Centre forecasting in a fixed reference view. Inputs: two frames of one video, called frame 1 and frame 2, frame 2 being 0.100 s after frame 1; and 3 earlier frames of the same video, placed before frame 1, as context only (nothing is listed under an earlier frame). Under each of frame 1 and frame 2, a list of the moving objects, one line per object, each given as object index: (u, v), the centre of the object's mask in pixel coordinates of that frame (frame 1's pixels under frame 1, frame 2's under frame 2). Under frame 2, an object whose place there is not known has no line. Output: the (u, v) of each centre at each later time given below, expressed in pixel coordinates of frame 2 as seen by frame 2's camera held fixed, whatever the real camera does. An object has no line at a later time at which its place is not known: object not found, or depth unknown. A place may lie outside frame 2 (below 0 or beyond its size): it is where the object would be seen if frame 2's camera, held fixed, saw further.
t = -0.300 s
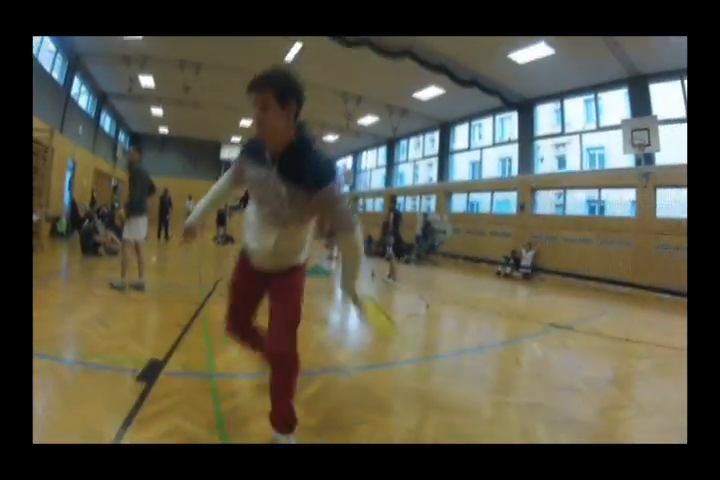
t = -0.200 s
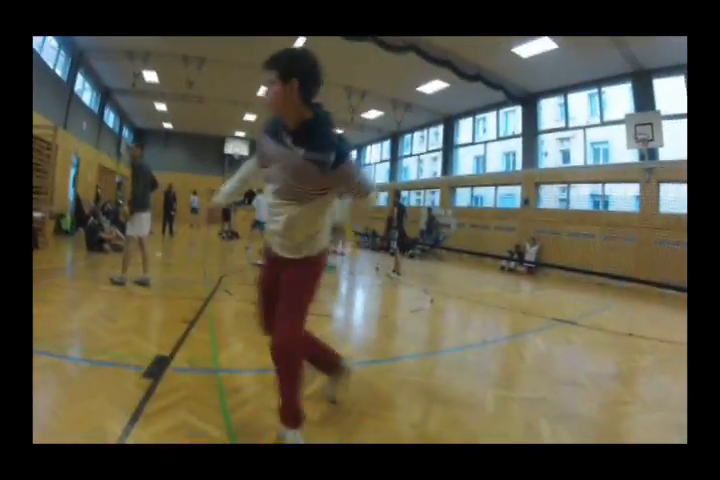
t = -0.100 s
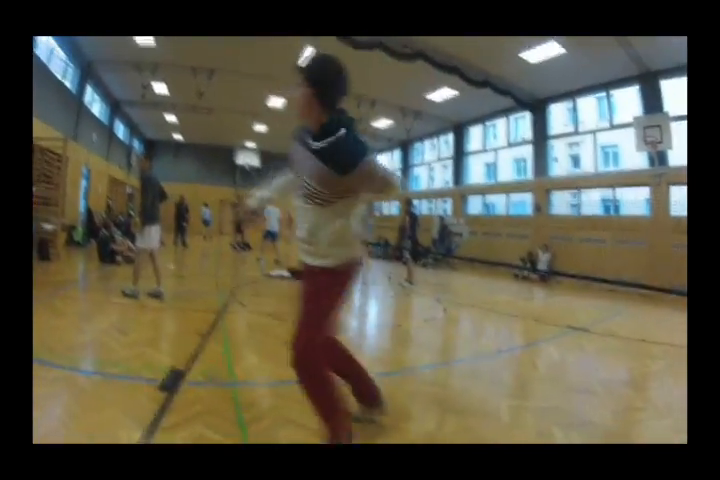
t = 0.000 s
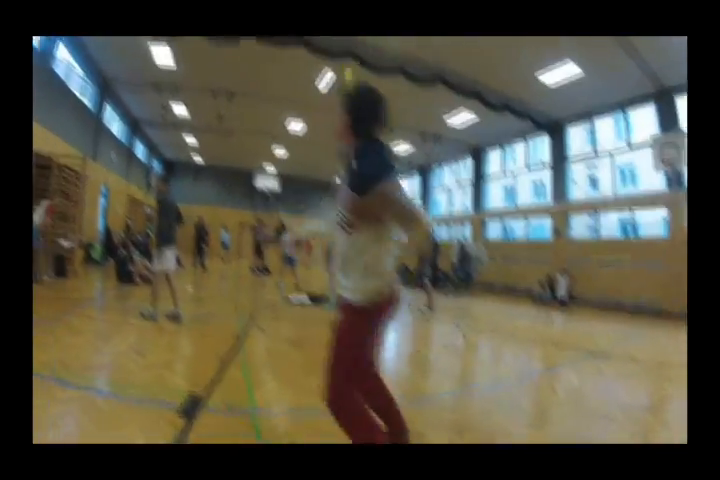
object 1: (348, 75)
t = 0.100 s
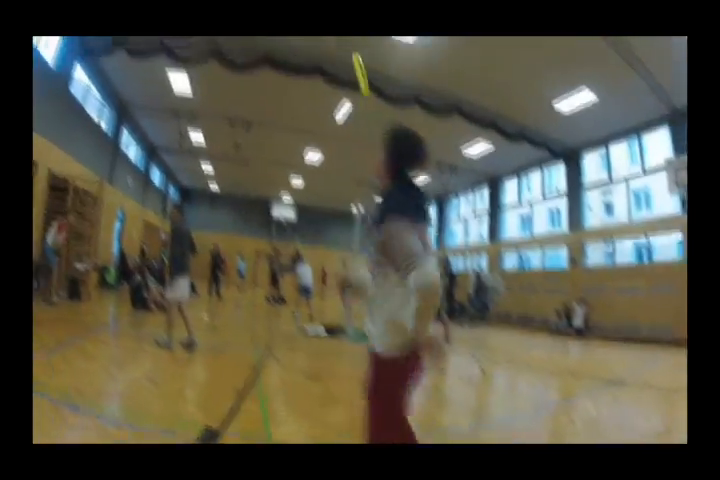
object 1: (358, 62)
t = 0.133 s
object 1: (357, 49)
